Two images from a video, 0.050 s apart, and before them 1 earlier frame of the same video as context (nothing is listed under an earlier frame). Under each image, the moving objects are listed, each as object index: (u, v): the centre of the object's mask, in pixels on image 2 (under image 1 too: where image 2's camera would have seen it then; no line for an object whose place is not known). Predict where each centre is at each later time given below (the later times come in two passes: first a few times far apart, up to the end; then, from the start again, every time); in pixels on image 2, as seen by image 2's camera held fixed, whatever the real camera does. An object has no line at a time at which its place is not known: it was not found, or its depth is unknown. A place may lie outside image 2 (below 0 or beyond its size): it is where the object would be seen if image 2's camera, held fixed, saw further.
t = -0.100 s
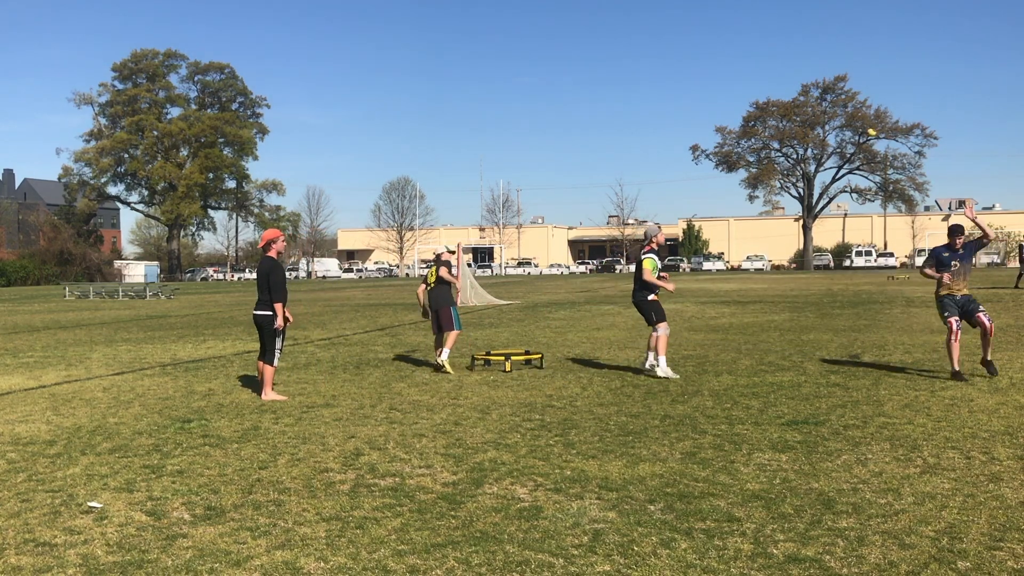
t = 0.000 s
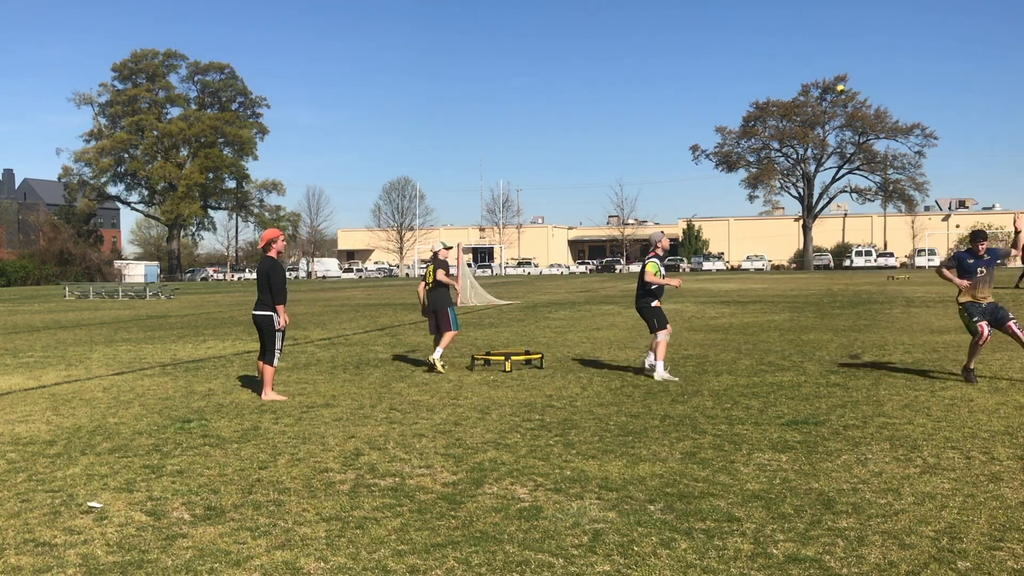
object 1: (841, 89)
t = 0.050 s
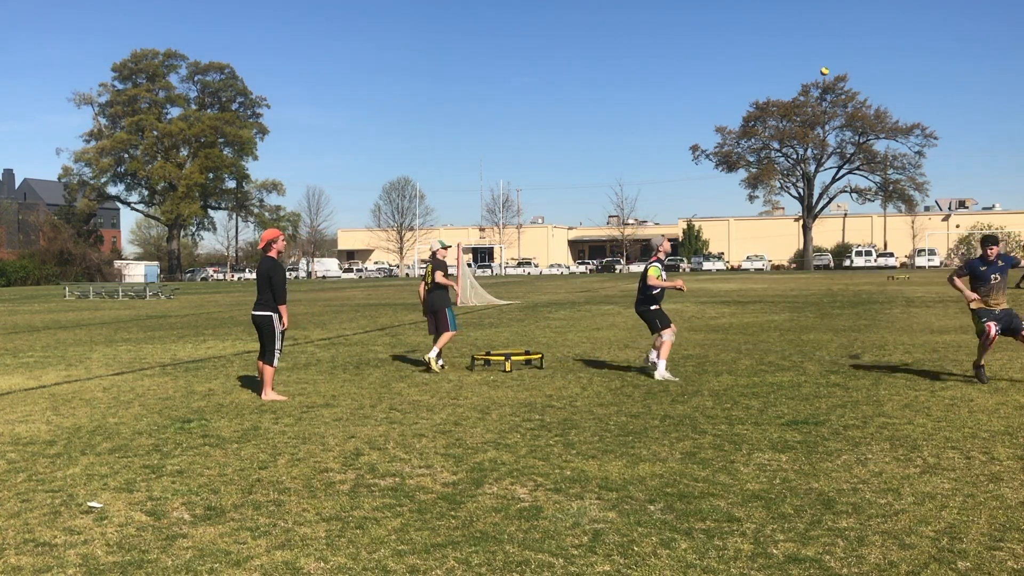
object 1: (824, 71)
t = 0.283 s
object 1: (754, 17)
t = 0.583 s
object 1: (667, 18)
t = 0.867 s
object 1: (588, 88)
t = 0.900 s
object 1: (579, 100)
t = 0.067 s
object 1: (819, 66)
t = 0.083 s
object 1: (814, 60)
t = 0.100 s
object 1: (809, 55)
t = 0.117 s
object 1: (804, 51)
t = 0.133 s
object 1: (799, 46)
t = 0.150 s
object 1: (794, 42)
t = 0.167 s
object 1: (789, 38)
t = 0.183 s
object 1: (784, 35)
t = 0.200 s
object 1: (779, 31)
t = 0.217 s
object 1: (774, 28)
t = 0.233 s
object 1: (769, 25)
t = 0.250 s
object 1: (764, 22)
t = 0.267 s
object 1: (759, 19)
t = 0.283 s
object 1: (754, 17)
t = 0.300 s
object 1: (749, 15)
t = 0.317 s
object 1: (743, 13)
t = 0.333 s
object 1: (739, 12)
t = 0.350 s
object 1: (734, 11)
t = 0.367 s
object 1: (729, 10)
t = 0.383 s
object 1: (724, 9)
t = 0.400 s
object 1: (719, 9)
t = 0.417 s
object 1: (715, 8)
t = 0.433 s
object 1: (710, 8)
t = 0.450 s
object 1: (705, 8)
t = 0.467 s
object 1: (700, 9)
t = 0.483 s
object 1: (695, 10)
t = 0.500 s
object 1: (690, 11)
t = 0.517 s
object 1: (686, 12)
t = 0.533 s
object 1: (681, 13)
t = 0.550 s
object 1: (676, 15)
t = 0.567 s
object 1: (671, 16)
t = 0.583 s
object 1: (667, 18)
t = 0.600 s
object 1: (662, 21)
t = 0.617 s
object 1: (657, 23)
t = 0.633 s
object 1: (652, 26)
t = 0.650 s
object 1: (648, 29)
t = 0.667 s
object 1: (643, 32)
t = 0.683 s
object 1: (639, 36)
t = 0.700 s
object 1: (634, 39)
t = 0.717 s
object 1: (629, 43)
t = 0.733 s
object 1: (625, 47)
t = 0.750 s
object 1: (620, 51)
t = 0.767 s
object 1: (615, 56)
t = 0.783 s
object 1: (611, 61)
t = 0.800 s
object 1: (606, 66)
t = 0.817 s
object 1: (602, 71)
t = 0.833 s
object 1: (597, 76)
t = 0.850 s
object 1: (593, 82)
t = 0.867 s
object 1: (588, 88)
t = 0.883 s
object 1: (584, 94)
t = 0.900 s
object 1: (579, 100)
